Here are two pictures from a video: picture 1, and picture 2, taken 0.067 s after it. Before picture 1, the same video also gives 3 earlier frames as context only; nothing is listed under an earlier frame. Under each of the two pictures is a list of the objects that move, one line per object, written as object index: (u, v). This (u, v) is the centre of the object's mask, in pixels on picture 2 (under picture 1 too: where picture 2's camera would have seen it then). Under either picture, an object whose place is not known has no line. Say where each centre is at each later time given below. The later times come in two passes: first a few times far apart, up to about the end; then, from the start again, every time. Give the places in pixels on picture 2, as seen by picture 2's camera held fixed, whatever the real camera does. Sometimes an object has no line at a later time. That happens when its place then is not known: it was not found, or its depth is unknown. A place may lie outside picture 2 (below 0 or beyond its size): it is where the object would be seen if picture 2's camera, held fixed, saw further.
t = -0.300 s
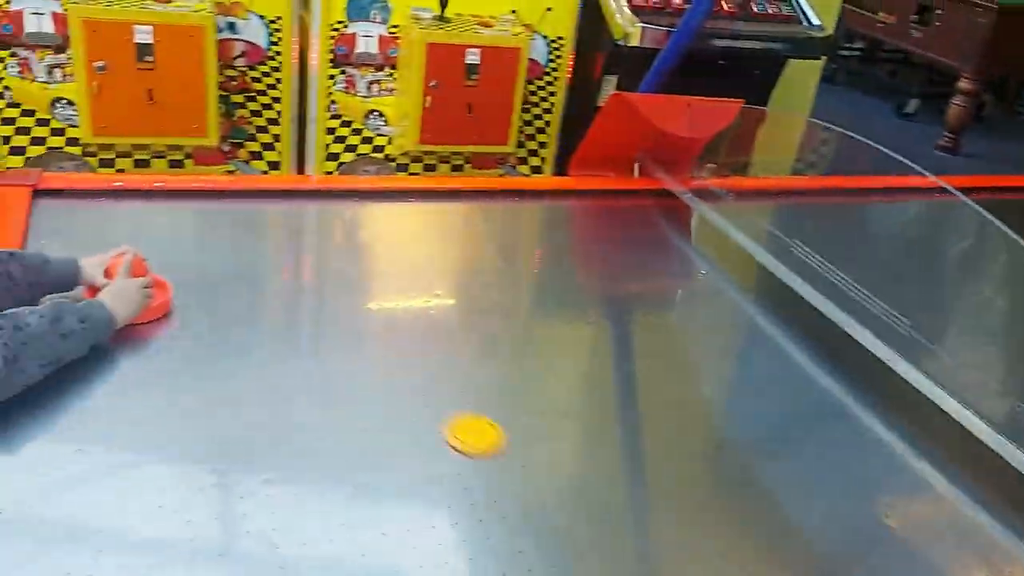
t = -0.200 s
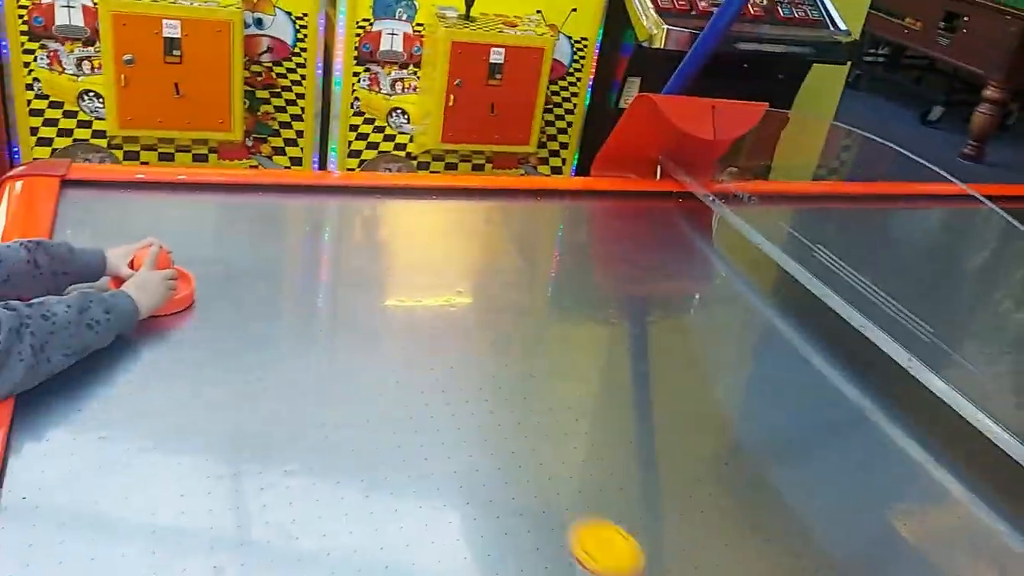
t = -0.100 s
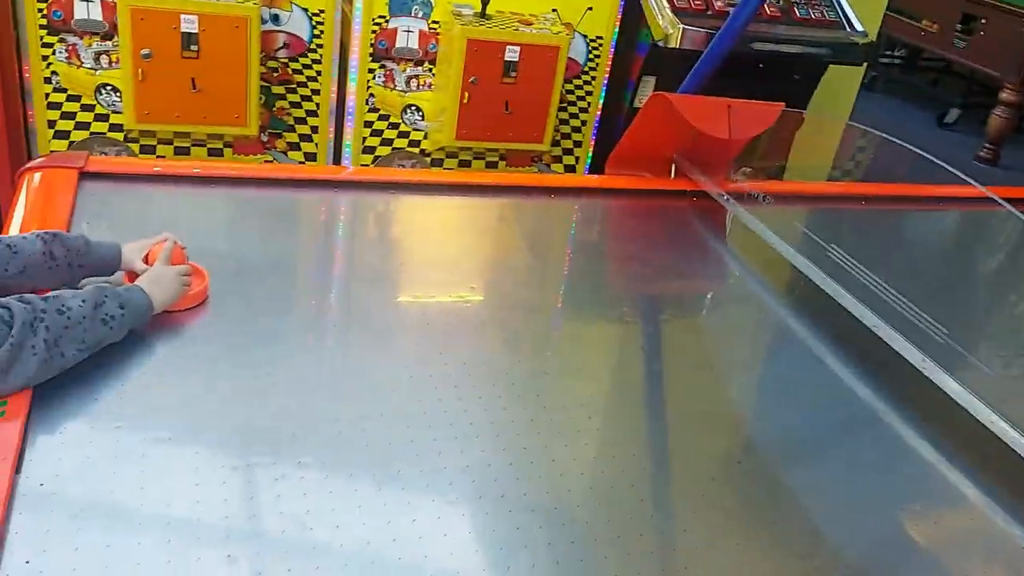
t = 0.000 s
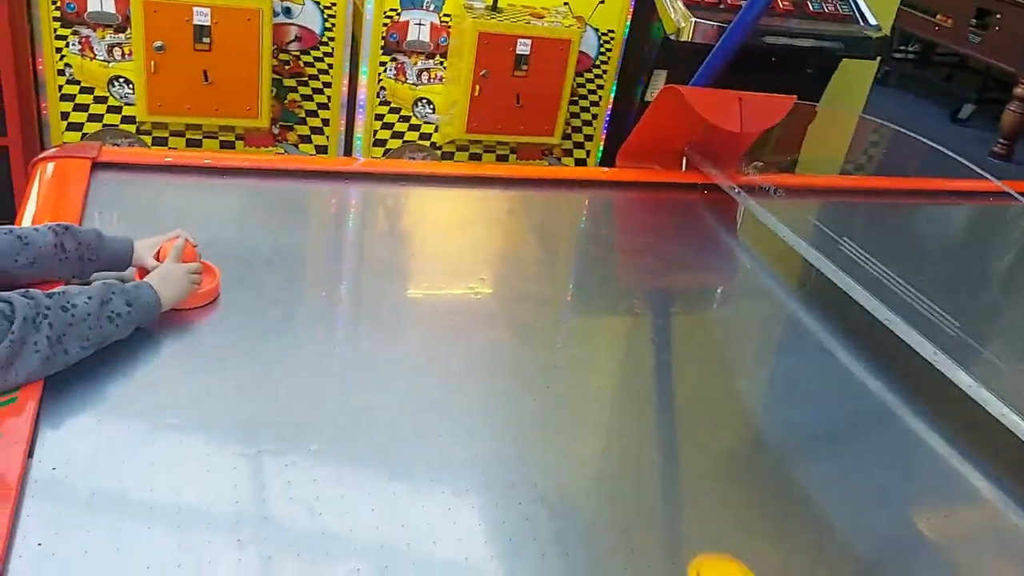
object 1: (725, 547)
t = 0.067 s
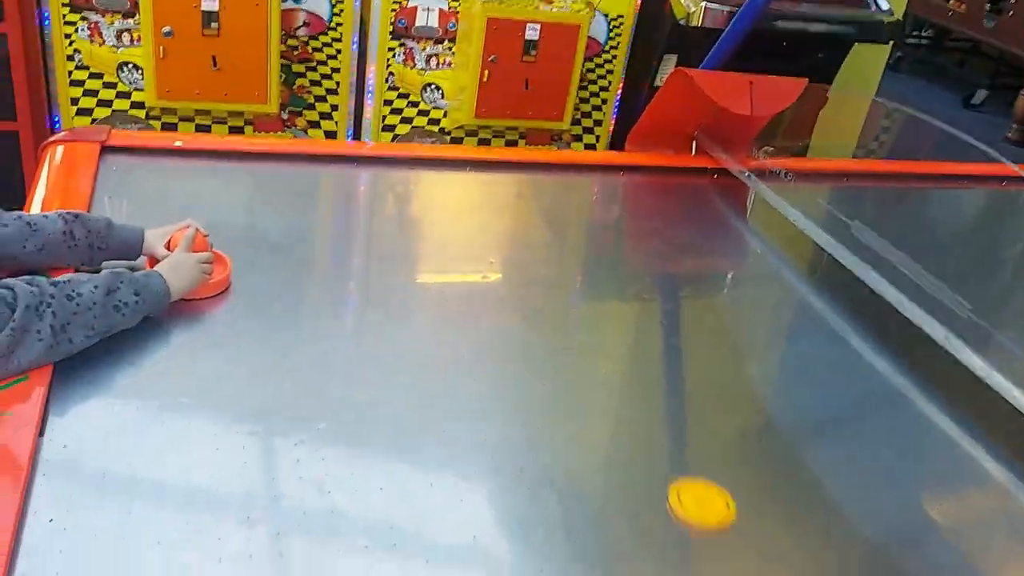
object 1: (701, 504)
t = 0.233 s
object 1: (641, 387)
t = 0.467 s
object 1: (585, 271)
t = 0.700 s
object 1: (549, 190)
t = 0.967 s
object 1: (569, 191)
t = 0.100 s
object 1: (687, 477)
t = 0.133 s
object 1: (675, 454)
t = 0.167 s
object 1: (663, 430)
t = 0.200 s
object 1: (652, 407)
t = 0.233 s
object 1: (641, 387)
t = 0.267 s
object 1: (631, 368)
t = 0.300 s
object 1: (622, 348)
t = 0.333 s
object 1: (613, 331)
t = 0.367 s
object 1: (606, 315)
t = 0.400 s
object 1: (598, 300)
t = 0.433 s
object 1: (591, 285)
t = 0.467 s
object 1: (585, 271)
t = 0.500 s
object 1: (579, 258)
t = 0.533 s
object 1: (573, 245)
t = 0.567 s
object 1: (568, 233)
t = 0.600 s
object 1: (563, 222)
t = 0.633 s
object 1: (558, 211)
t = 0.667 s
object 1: (553, 201)
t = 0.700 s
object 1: (549, 190)
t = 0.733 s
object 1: (545, 181)
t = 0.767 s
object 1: (541, 172)
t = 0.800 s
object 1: (544, 172)
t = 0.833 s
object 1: (549, 175)
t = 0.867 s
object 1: (553, 179)
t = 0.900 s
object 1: (559, 183)
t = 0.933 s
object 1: (564, 187)
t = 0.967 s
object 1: (569, 191)
